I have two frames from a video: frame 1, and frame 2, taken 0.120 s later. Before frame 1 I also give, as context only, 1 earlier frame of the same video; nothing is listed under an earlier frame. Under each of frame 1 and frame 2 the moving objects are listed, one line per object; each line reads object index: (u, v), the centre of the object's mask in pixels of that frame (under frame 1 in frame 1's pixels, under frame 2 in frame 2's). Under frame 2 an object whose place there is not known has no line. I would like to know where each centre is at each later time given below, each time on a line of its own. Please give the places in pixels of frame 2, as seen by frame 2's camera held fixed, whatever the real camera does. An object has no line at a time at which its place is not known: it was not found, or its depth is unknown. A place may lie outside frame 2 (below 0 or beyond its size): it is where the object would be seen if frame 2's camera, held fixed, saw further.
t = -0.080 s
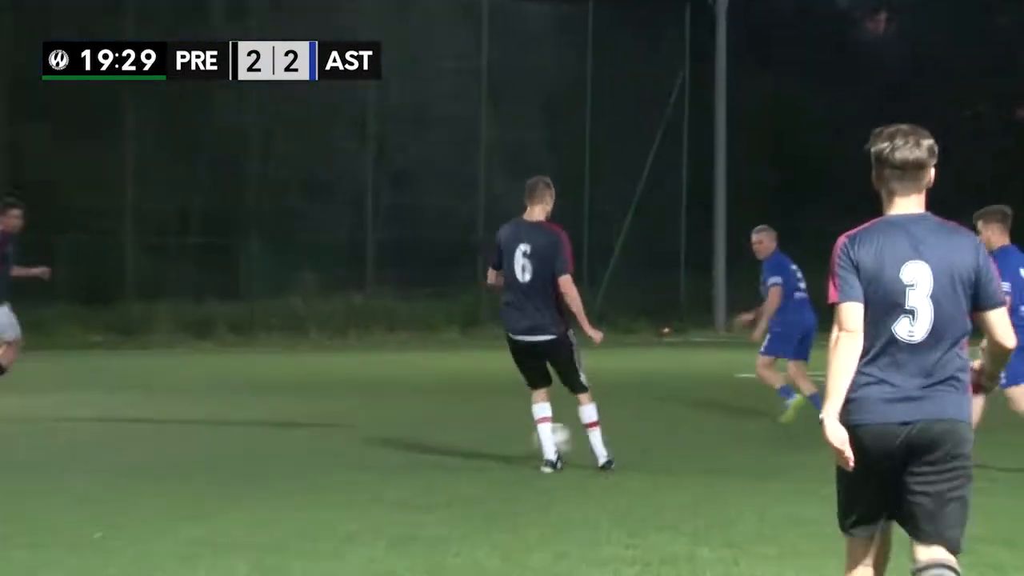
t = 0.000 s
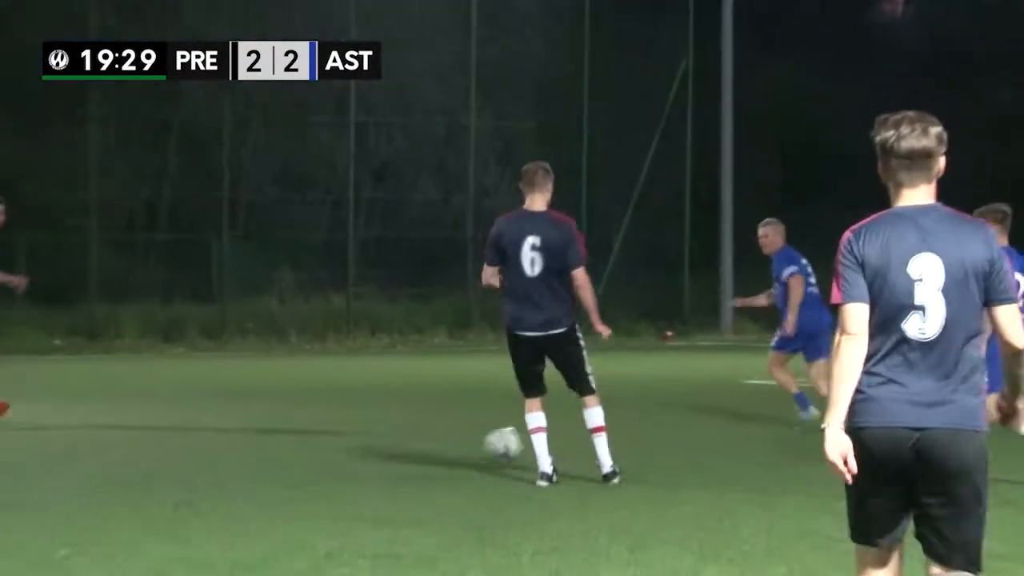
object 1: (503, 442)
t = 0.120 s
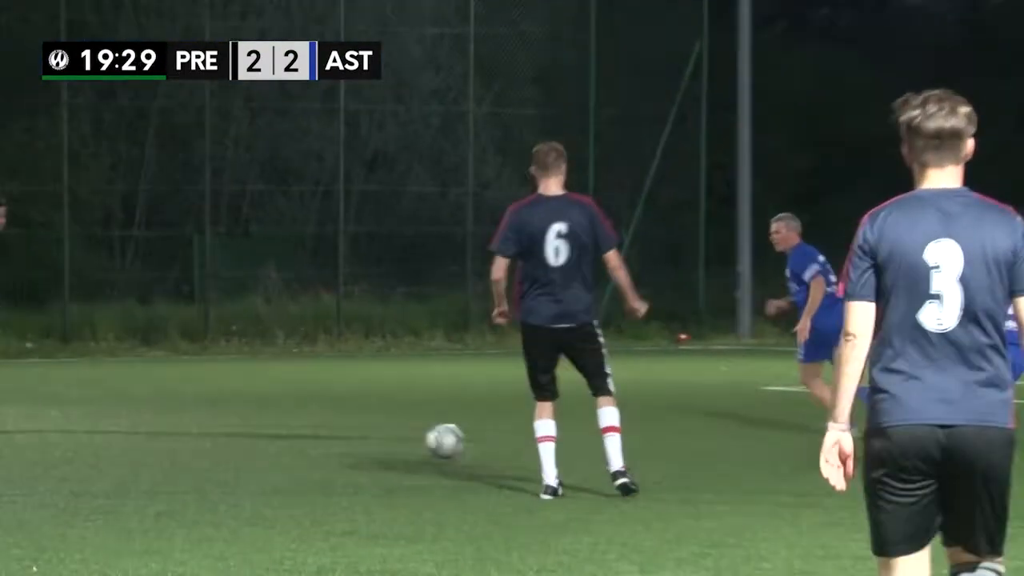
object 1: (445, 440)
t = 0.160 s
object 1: (425, 439)
